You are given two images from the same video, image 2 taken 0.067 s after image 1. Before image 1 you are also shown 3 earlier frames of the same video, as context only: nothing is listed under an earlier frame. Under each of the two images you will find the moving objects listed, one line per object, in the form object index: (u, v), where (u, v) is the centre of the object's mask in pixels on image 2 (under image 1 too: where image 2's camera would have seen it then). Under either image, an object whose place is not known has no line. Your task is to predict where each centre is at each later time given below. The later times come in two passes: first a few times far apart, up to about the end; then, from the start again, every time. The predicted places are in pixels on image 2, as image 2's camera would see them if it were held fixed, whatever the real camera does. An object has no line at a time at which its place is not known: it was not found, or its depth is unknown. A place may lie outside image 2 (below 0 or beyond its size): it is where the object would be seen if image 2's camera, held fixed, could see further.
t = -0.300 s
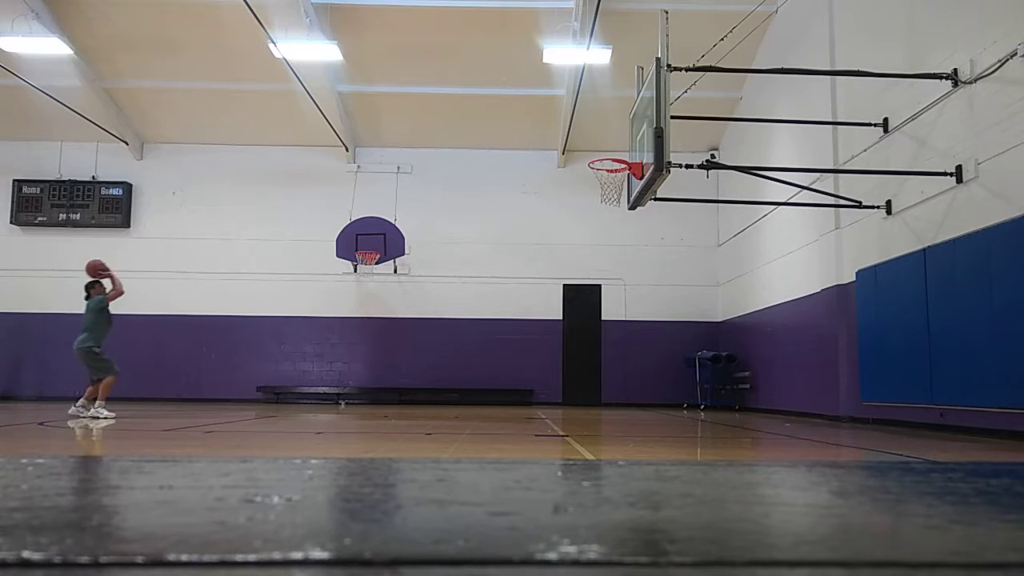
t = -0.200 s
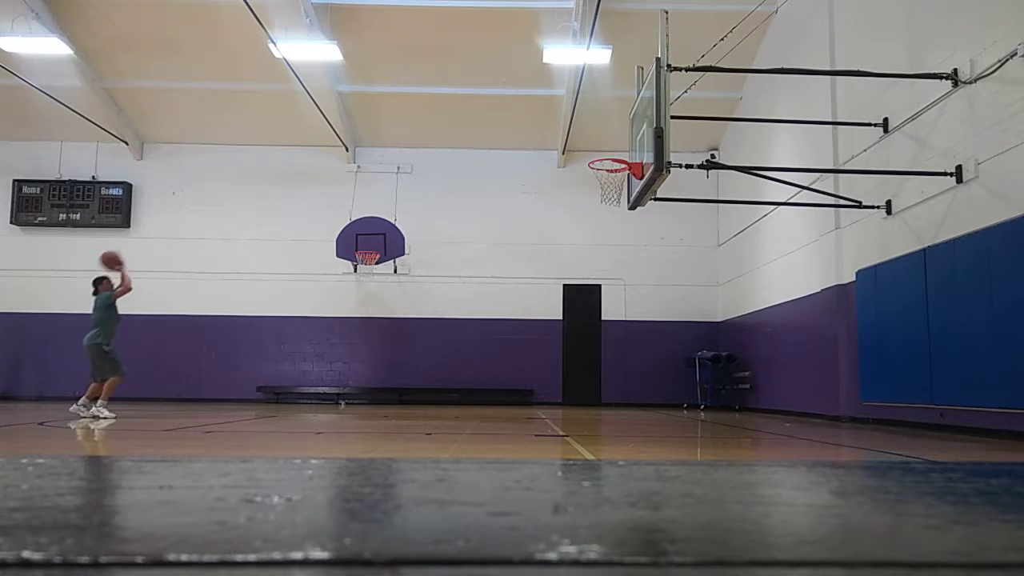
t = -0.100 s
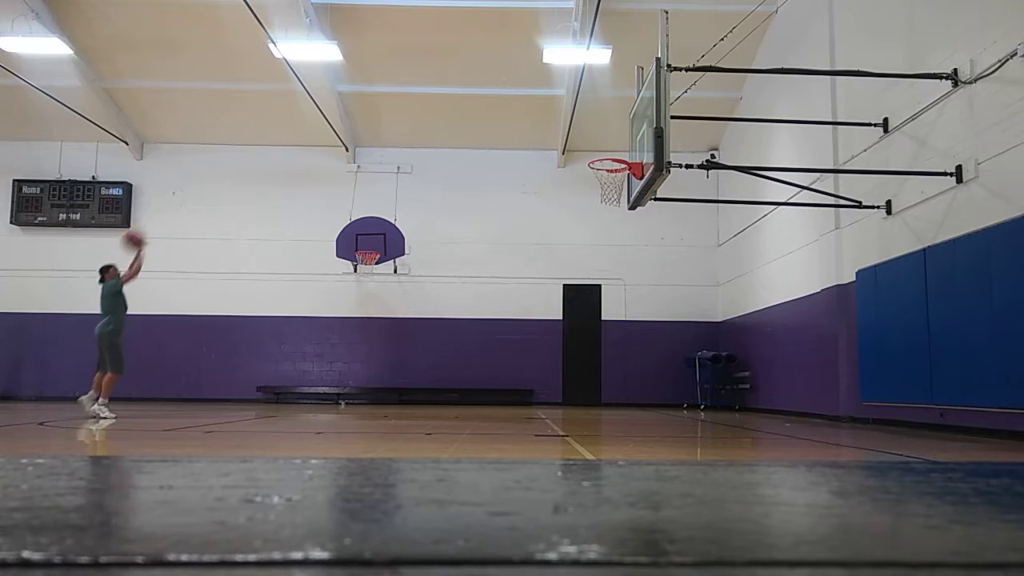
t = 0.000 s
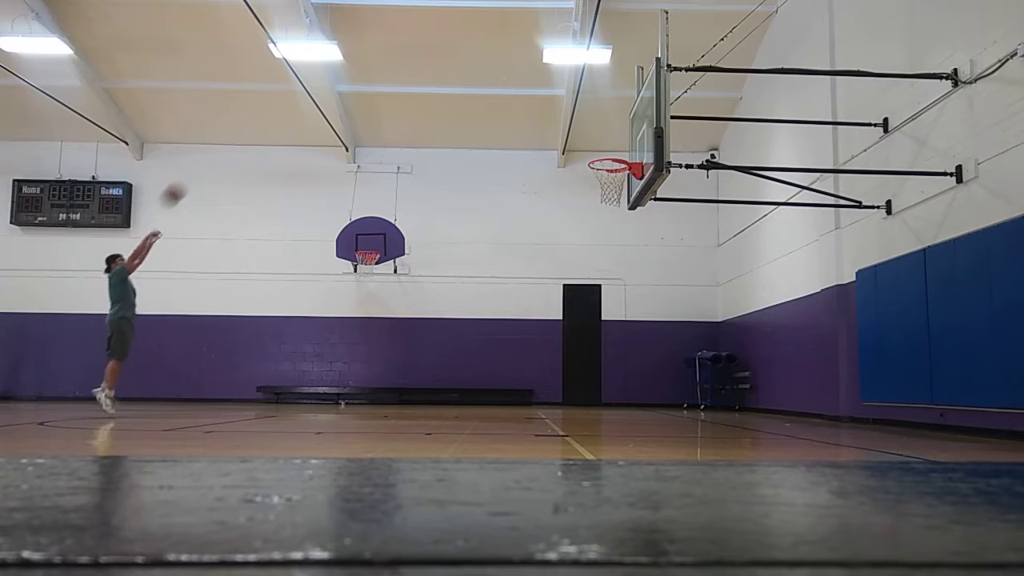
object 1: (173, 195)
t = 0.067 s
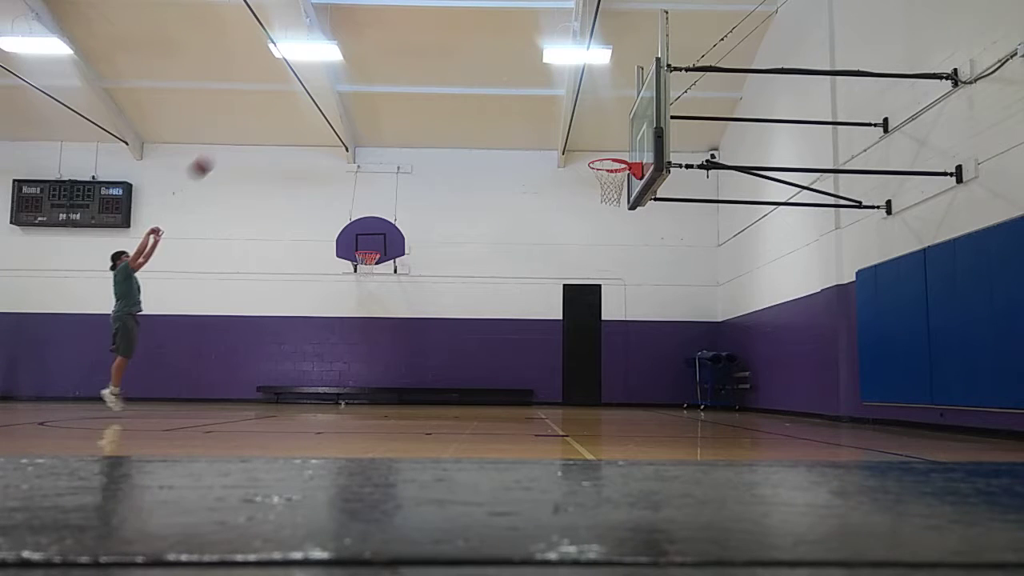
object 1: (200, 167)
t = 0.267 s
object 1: (282, 107)
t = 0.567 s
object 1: (400, 69)
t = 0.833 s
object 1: (504, 93)
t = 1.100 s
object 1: (604, 155)
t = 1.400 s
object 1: (585, 148)
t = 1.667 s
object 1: (521, 194)
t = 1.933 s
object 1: (452, 305)
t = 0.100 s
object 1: (214, 156)
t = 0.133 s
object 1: (228, 144)
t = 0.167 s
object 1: (241, 134)
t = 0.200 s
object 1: (255, 124)
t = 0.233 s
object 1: (268, 115)
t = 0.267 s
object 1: (282, 107)
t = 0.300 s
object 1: (295, 100)
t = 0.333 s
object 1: (308, 93)
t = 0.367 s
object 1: (321, 87)
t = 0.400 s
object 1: (335, 81)
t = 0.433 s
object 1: (350, 77)
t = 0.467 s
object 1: (362, 74)
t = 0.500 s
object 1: (374, 72)
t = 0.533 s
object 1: (388, 70)
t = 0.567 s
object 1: (400, 69)
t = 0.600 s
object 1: (414, 69)
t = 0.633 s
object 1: (426, 70)
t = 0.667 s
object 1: (438, 72)
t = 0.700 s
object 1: (452, 75)
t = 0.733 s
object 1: (465, 78)
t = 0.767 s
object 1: (477, 82)
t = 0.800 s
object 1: (491, 87)
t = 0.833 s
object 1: (504, 93)
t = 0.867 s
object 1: (517, 101)
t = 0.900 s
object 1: (530, 108)
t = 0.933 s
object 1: (542, 116)
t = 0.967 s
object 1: (555, 126)
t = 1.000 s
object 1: (569, 138)
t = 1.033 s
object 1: (584, 149)
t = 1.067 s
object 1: (594, 157)
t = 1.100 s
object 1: (604, 155)
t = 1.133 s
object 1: (613, 151)
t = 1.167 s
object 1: (622, 151)
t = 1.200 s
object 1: (630, 151)
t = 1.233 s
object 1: (624, 148)
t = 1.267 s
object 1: (616, 147)
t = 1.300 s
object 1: (609, 146)
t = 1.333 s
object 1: (601, 146)
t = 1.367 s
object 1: (593, 146)
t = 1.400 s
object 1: (585, 148)
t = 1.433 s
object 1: (577, 150)
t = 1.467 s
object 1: (570, 154)
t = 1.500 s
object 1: (562, 158)
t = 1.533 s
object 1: (553, 163)
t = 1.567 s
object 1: (545, 170)
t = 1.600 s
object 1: (537, 177)
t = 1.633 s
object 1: (529, 185)
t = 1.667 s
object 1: (521, 194)
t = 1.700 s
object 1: (512, 205)
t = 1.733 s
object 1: (504, 216)
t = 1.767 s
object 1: (495, 228)
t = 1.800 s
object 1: (487, 242)
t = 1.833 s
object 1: (478, 256)
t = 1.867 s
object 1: (470, 271)
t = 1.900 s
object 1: (460, 290)
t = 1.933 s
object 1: (452, 305)
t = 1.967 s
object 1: (441, 325)
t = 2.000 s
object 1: (432, 345)
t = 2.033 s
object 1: (423, 364)
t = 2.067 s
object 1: (413, 389)
